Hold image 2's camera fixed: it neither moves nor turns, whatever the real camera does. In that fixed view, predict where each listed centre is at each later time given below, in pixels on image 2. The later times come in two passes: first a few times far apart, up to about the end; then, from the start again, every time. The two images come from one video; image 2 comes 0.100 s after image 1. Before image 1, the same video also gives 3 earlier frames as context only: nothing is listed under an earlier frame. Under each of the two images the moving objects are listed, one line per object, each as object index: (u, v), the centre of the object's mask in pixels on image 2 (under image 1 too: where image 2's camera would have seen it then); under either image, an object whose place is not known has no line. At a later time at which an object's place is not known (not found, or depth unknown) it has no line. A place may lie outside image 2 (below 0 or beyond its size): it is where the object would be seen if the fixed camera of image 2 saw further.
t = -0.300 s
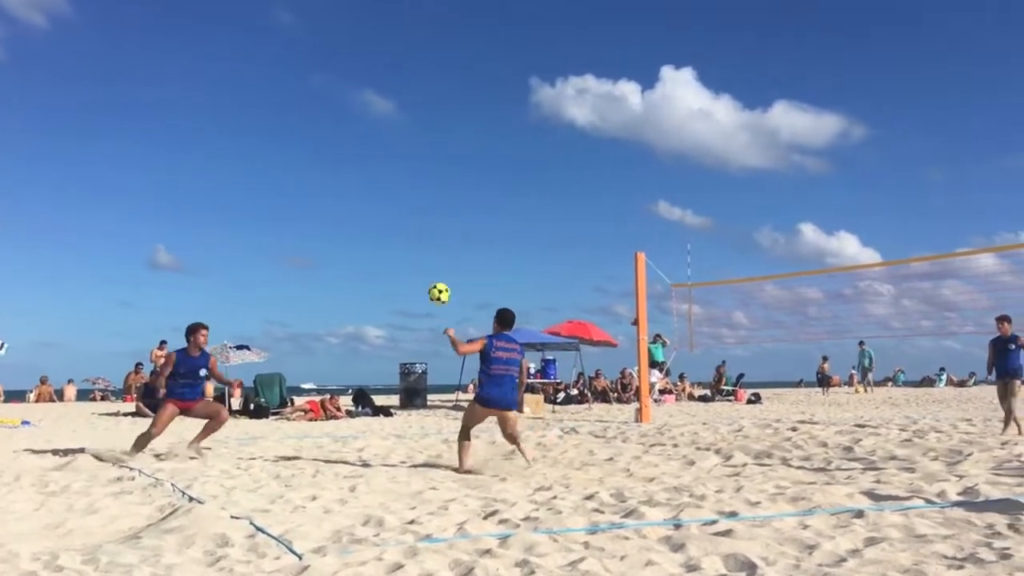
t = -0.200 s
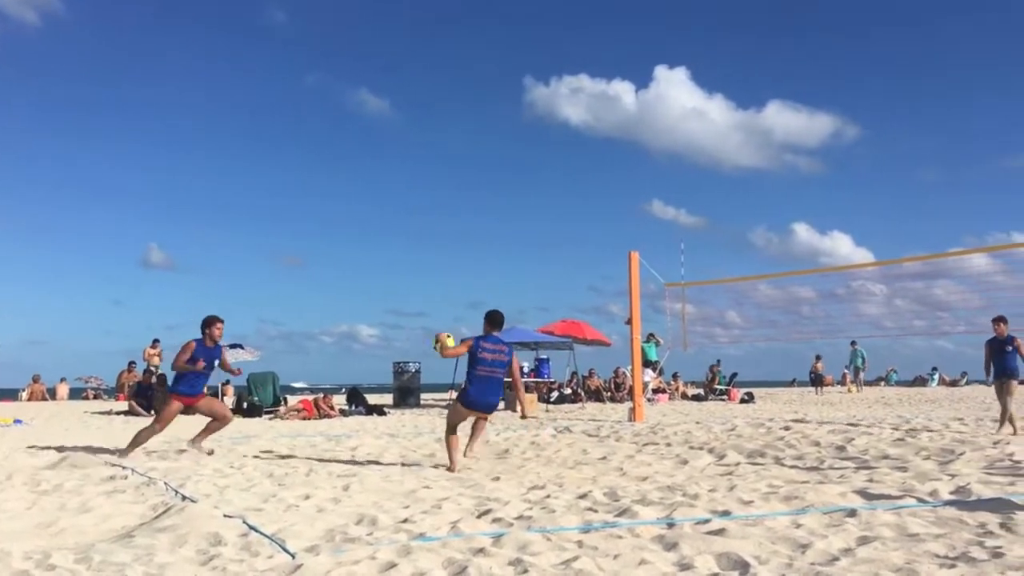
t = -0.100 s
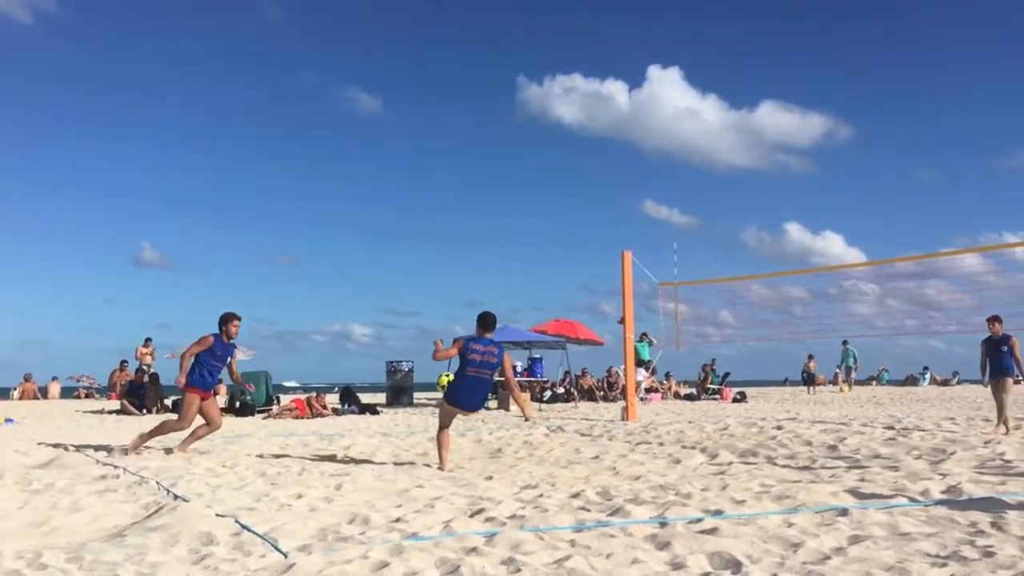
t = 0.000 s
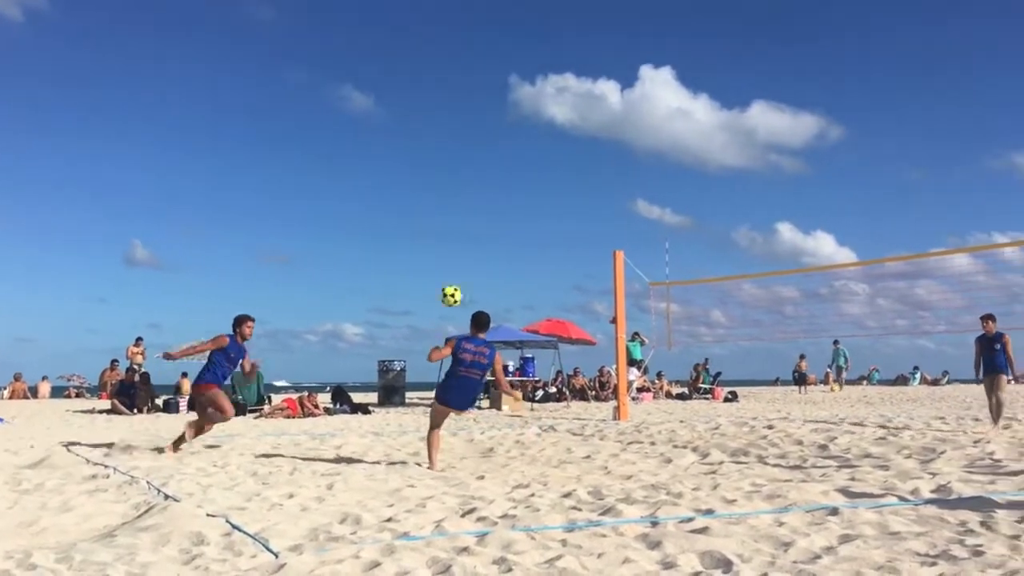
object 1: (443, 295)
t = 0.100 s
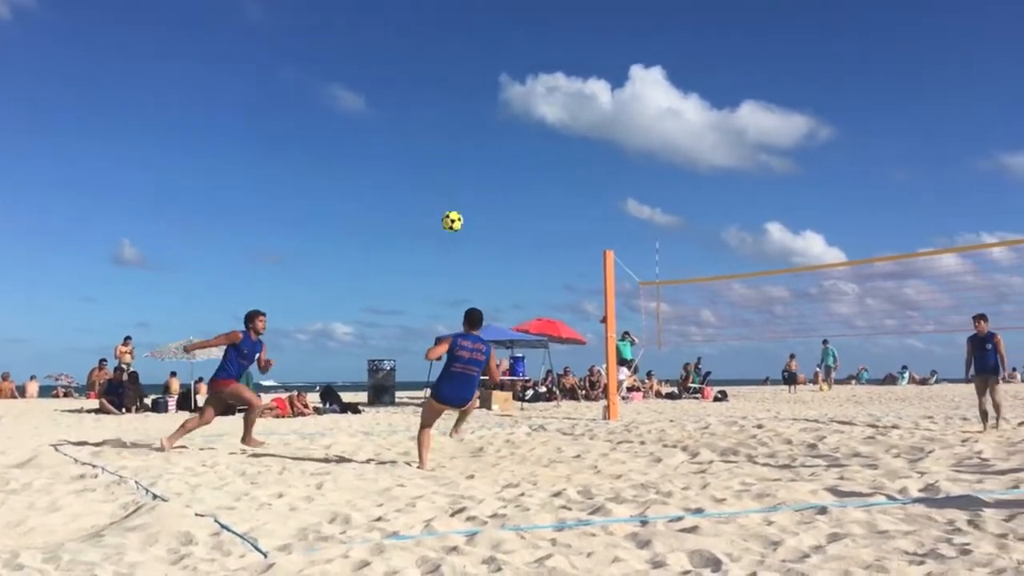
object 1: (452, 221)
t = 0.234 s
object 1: (464, 142)
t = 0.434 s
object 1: (481, 59)
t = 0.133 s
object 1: (455, 200)
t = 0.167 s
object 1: (458, 179)
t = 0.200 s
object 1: (461, 160)
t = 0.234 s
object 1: (464, 142)
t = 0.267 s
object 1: (467, 125)
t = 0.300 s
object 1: (470, 110)
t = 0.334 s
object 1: (472, 95)
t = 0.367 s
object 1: (475, 82)
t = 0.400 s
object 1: (478, 70)
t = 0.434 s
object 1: (481, 59)
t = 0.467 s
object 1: (483, 49)
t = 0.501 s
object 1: (485, 41)
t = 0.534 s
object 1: (488, 33)
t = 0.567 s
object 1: (490, 27)
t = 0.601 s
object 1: (492, 21)
